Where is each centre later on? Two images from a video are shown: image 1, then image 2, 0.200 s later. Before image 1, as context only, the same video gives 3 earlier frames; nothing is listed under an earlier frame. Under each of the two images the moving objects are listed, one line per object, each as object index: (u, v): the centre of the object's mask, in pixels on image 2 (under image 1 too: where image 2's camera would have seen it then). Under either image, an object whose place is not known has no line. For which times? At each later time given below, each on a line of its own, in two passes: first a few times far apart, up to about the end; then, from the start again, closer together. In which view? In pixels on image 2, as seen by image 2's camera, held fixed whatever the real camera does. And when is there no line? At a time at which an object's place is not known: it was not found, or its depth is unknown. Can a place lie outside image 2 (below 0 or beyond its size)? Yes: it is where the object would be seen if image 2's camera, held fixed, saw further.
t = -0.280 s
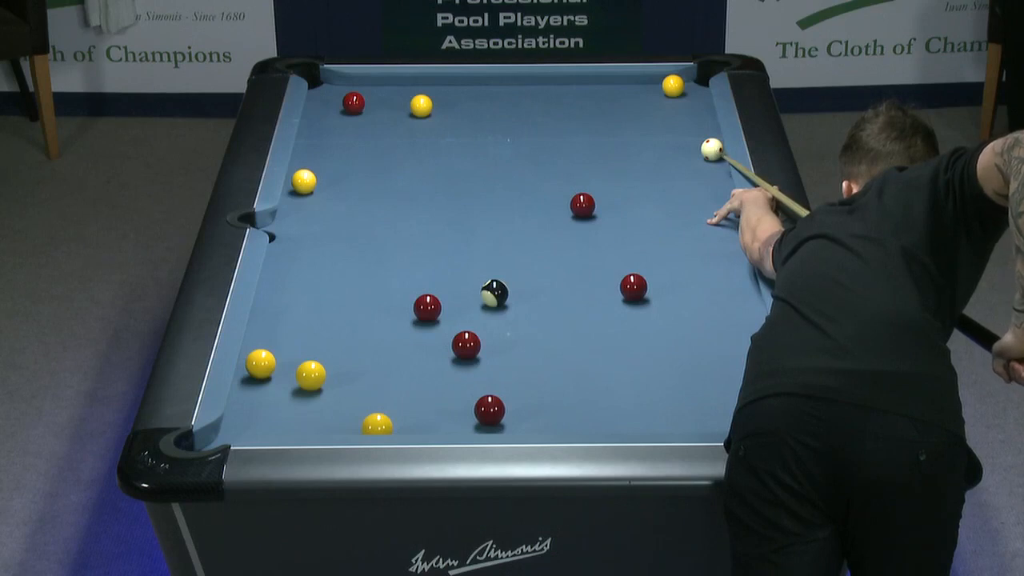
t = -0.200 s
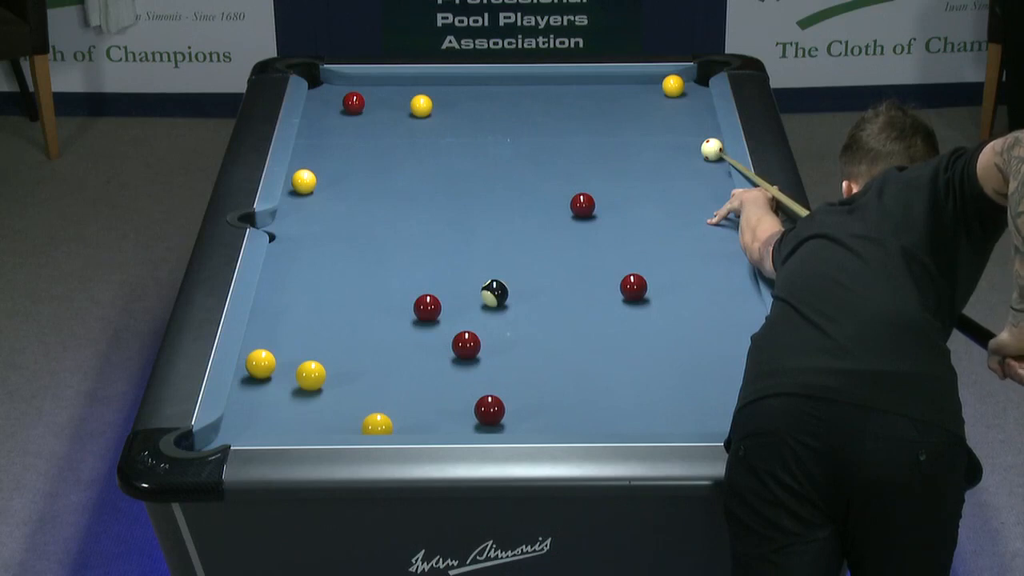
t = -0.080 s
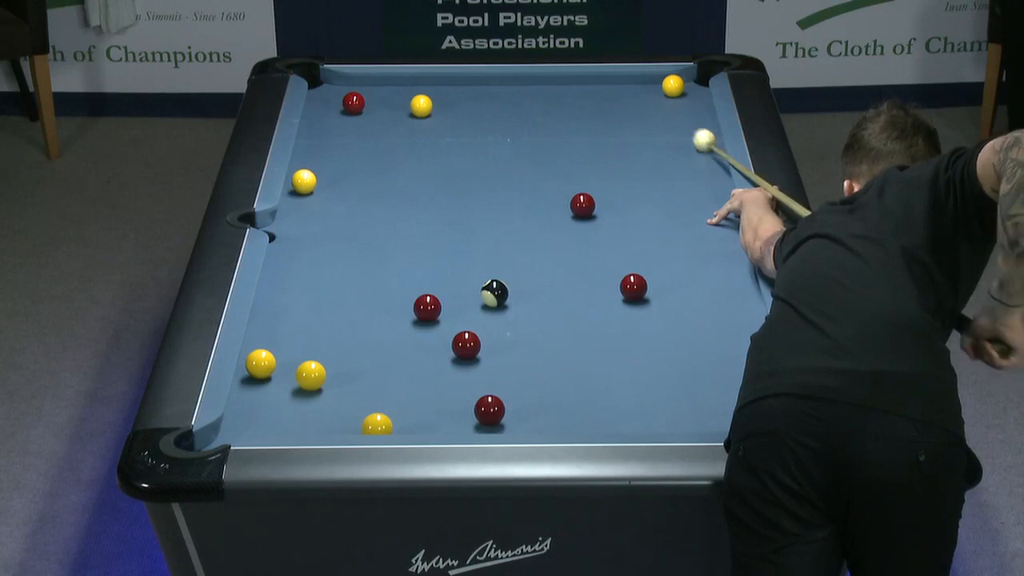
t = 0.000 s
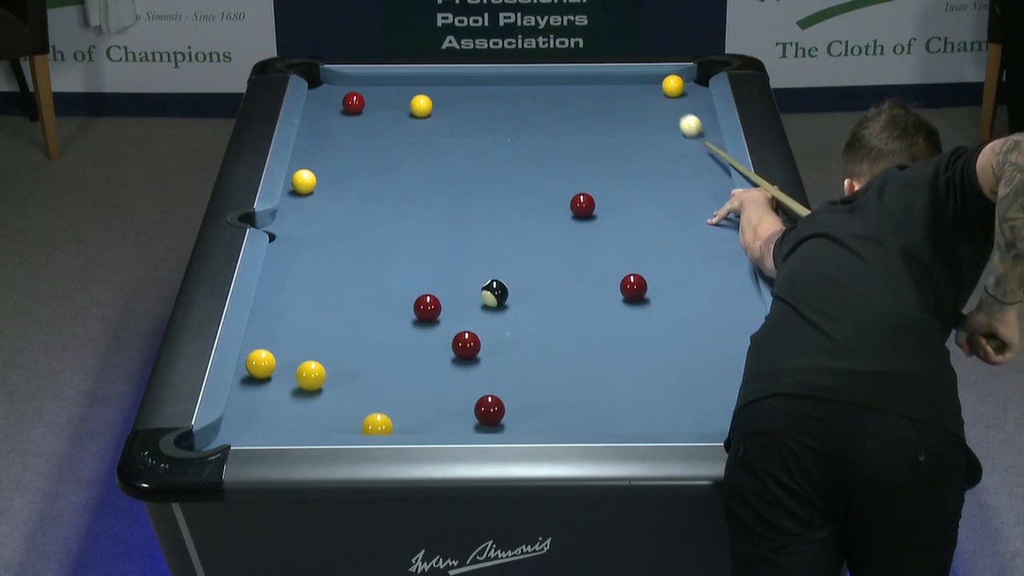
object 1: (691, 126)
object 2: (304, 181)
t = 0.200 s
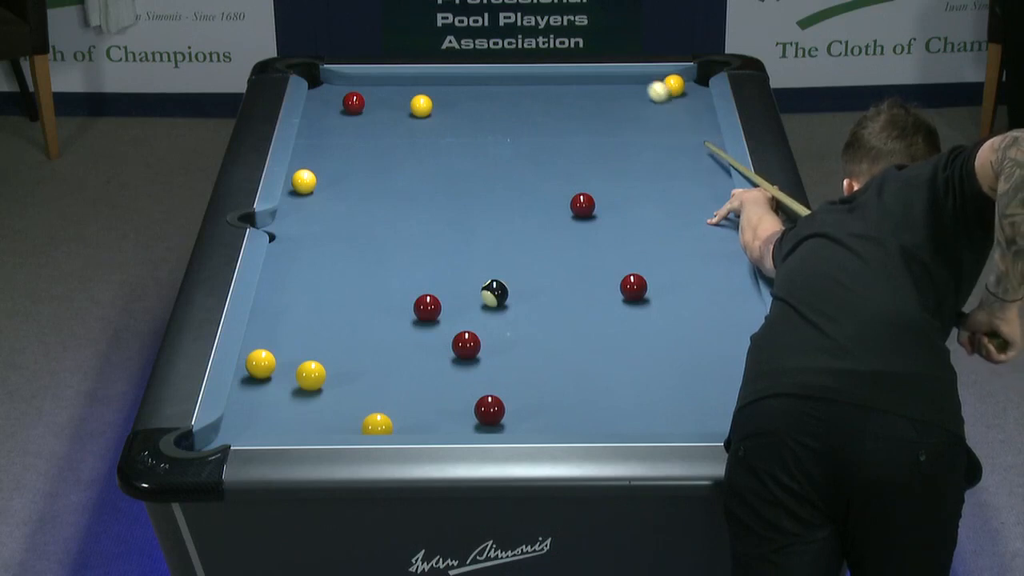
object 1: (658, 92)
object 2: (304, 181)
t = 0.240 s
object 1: (646, 88)
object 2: (304, 181)
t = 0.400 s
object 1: (605, 83)
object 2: (304, 181)
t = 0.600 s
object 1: (564, 97)
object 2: (304, 181)
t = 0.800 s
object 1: (523, 109)
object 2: (304, 181)
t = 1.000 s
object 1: (482, 122)
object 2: (304, 181)
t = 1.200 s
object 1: (442, 135)
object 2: (304, 181)
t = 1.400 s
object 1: (401, 148)
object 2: (304, 181)
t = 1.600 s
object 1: (361, 160)
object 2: (304, 181)
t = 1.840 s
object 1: (317, 172)
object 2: (304, 181)
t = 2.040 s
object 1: (300, 171)
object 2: (298, 190)
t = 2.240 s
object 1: (310, 175)
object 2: (302, 196)
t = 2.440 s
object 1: (319, 176)
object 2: (306, 203)
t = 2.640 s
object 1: (326, 177)
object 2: (310, 208)
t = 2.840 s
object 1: (332, 178)
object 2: (314, 213)
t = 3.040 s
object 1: (336, 179)
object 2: (317, 217)
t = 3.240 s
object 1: (339, 179)
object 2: (320, 221)
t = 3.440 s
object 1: (341, 179)
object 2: (322, 224)
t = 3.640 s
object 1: (342, 179)
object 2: (324, 227)
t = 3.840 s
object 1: (341, 179)
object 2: (325, 228)
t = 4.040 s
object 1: (341, 179)
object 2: (326, 230)
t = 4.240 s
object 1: (341, 179)
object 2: (326, 230)
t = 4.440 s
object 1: (341, 179)
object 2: (326, 230)
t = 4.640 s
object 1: (341, 179)
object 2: (326, 230)
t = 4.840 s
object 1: (341, 179)
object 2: (326, 230)
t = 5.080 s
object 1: (341, 179)
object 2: (326, 230)
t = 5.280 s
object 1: (341, 179)
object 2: (326, 230)
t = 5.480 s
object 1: (341, 179)
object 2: (326, 230)
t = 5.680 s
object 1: (341, 179)
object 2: (326, 230)
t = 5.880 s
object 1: (341, 179)
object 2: (326, 230)
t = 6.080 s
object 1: (341, 179)
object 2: (326, 230)
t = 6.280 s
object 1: (341, 179)
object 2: (326, 230)
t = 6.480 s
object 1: (341, 179)
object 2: (326, 230)
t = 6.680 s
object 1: (341, 179)
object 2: (326, 230)
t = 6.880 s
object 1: (341, 179)
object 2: (326, 230)
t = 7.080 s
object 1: (341, 179)
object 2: (326, 230)
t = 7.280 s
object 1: (341, 179)
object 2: (326, 230)
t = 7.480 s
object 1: (341, 179)
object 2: (326, 230)
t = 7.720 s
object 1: (341, 179)
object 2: (326, 230)
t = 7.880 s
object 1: (341, 179)
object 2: (326, 230)
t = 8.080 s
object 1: (341, 179)
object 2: (326, 230)
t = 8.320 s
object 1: (341, 179)
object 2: (326, 230)
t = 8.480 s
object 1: (341, 179)
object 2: (326, 230)
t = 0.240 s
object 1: (646, 88)
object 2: (304, 181)
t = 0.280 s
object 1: (634, 85)
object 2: (304, 181)
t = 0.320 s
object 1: (623, 81)
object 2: (304, 181)
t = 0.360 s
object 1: (613, 80)
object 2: (304, 181)
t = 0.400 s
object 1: (605, 83)
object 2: (304, 181)
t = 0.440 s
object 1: (597, 86)
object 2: (304, 181)
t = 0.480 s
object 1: (589, 89)
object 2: (304, 181)
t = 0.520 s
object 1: (580, 91)
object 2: (304, 181)
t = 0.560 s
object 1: (572, 94)
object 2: (304, 181)
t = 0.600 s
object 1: (564, 97)
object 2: (304, 181)
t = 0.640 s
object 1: (556, 99)
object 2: (304, 181)
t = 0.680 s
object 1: (548, 102)
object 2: (304, 181)
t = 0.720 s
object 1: (539, 104)
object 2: (304, 181)
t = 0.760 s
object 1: (531, 107)
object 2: (304, 181)
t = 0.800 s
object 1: (523, 109)
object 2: (304, 181)
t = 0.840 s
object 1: (515, 112)
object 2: (304, 181)
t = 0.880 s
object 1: (507, 115)
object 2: (304, 181)
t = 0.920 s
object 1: (498, 117)
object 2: (304, 181)
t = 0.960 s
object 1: (490, 120)
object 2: (304, 181)
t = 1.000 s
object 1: (482, 122)
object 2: (304, 181)
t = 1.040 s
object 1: (474, 125)
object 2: (304, 181)
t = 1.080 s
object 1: (466, 127)
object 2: (304, 181)
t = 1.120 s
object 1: (458, 130)
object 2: (304, 181)
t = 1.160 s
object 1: (450, 132)
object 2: (304, 181)
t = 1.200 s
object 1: (442, 135)
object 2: (304, 181)
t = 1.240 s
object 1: (434, 137)
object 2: (304, 181)
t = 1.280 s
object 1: (425, 140)
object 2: (304, 181)
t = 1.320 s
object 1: (417, 142)
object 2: (304, 181)
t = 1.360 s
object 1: (409, 145)
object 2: (304, 181)
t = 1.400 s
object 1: (401, 148)
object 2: (304, 181)
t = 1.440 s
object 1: (393, 150)
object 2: (304, 181)
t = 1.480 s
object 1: (385, 153)
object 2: (304, 181)
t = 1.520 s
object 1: (377, 155)
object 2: (304, 181)
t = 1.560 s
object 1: (369, 158)
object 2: (304, 181)
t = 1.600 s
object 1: (361, 160)
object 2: (304, 181)
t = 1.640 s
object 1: (353, 162)
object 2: (304, 181)
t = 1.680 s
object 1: (345, 165)
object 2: (304, 181)
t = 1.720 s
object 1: (337, 167)
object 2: (304, 181)
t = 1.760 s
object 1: (330, 170)
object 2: (304, 181)
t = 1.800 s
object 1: (323, 172)
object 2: (304, 181)
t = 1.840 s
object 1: (317, 172)
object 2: (304, 181)
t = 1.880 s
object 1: (313, 172)
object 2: (300, 184)
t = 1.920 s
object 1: (309, 172)
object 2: (297, 185)
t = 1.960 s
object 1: (304, 171)
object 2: (296, 187)
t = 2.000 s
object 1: (300, 171)
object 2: (297, 188)
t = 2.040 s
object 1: (300, 171)
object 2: (298, 190)
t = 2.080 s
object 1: (302, 172)
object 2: (299, 191)
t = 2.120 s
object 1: (304, 173)
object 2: (300, 192)
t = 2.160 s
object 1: (306, 173)
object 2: (301, 194)
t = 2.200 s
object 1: (308, 174)
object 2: (301, 195)
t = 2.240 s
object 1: (310, 175)
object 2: (302, 196)
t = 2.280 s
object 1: (312, 175)
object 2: (303, 198)
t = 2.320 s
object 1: (314, 176)
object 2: (304, 199)
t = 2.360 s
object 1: (316, 176)
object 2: (305, 200)
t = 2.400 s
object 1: (317, 176)
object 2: (305, 201)
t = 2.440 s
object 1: (319, 176)
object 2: (306, 203)
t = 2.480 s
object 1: (321, 176)
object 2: (307, 204)
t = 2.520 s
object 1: (322, 176)
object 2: (308, 205)
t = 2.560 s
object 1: (323, 177)
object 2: (309, 206)
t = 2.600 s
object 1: (325, 177)
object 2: (309, 207)
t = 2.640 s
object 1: (326, 177)
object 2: (310, 208)
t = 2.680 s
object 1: (327, 177)
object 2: (311, 209)
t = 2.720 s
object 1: (328, 178)
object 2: (312, 210)
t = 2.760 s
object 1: (329, 178)
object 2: (313, 211)
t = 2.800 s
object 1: (331, 178)
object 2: (313, 212)
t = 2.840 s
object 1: (332, 178)
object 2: (314, 213)
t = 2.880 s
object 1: (333, 178)
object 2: (314, 214)
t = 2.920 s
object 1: (333, 178)
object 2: (315, 215)
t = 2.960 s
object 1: (334, 178)
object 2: (316, 216)
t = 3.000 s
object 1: (335, 178)
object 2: (316, 217)
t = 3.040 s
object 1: (336, 179)
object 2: (317, 217)
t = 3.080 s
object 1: (336, 179)
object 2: (318, 218)
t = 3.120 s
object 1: (337, 179)
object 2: (318, 219)
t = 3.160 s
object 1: (338, 179)
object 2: (319, 220)
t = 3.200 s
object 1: (338, 179)
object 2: (319, 220)
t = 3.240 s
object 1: (339, 179)
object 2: (320, 221)
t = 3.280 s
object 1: (339, 179)
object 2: (320, 222)
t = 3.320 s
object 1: (340, 179)
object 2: (321, 223)
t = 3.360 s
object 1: (340, 179)
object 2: (321, 223)
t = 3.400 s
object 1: (341, 179)
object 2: (321, 224)
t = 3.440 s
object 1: (341, 179)
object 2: (322, 224)
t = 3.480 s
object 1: (341, 179)
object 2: (322, 225)
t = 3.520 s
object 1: (342, 179)
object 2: (323, 225)
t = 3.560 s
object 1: (342, 179)
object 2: (323, 226)
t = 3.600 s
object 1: (342, 179)
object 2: (323, 226)
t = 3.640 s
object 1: (342, 179)
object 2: (324, 227)
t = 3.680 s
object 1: (342, 179)
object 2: (324, 227)
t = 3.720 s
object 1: (341, 179)
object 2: (324, 227)
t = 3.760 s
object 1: (341, 179)
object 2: (325, 228)
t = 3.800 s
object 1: (341, 179)
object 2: (325, 228)
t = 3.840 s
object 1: (341, 179)
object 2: (325, 228)
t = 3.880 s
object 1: (341, 179)
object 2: (326, 229)
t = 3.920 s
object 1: (341, 179)
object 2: (326, 229)
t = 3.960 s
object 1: (341, 179)
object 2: (326, 229)
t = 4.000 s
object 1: (341, 179)
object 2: (326, 229)
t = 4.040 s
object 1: (341, 179)
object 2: (326, 230)
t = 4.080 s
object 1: (341, 179)
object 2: (327, 230)
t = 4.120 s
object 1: (341, 178)
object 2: (327, 230)
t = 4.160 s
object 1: (341, 179)
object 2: (327, 230)
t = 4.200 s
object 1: (341, 179)
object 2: (326, 230)
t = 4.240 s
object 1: (341, 179)
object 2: (326, 230)
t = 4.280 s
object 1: (341, 179)
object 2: (326, 230)
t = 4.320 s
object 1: (341, 179)
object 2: (326, 230)
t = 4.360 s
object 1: (341, 179)
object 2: (326, 230)
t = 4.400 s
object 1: (341, 179)
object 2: (326, 230)
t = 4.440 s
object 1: (341, 179)
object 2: (326, 230)
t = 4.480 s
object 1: (341, 179)
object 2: (326, 230)
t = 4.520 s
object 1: (341, 179)
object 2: (326, 230)
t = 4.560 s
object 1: (341, 179)
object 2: (326, 230)
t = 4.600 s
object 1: (341, 179)
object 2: (326, 230)
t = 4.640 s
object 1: (341, 179)
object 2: (326, 230)
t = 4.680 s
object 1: (341, 179)
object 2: (326, 230)
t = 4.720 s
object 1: (341, 179)
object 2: (326, 230)
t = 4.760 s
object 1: (341, 179)
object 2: (326, 230)
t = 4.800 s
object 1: (341, 179)
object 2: (326, 230)
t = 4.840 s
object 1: (341, 179)
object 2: (326, 230)
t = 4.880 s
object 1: (341, 179)
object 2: (326, 230)
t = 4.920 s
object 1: (341, 179)
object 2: (326, 230)
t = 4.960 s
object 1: (341, 179)
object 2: (326, 230)
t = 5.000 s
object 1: (341, 179)
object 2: (326, 230)
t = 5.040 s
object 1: (341, 179)
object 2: (326, 230)
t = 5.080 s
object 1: (341, 179)
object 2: (326, 230)
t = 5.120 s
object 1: (341, 179)
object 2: (326, 230)
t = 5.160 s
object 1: (341, 179)
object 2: (326, 230)
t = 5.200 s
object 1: (341, 179)
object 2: (326, 230)
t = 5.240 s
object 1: (341, 179)
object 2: (326, 230)
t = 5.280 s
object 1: (341, 179)
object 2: (326, 230)
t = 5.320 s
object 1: (341, 179)
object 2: (326, 230)
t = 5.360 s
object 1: (341, 179)
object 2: (326, 230)
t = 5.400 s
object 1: (341, 179)
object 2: (326, 230)
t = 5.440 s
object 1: (341, 179)
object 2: (326, 230)
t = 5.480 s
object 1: (341, 179)
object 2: (326, 230)
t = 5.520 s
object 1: (341, 179)
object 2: (326, 230)
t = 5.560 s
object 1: (341, 179)
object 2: (326, 230)
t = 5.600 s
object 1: (341, 179)
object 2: (326, 230)
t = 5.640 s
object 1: (341, 179)
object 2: (326, 230)
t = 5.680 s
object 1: (341, 179)
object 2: (326, 230)
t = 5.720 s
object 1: (341, 179)
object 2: (326, 230)
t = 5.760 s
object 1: (341, 179)
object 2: (326, 230)
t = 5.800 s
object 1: (341, 179)
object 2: (326, 230)
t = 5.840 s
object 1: (341, 179)
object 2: (326, 230)
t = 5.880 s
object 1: (341, 179)
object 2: (326, 230)
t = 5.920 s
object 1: (341, 179)
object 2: (326, 230)
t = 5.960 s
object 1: (341, 179)
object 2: (326, 230)
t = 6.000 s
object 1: (341, 179)
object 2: (326, 230)
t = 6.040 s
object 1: (341, 179)
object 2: (326, 230)
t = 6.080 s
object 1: (341, 179)
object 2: (326, 230)
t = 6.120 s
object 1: (341, 179)
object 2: (326, 230)
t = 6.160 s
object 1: (341, 179)
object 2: (326, 230)
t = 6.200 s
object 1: (341, 179)
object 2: (326, 230)
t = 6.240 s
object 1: (341, 179)
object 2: (326, 230)
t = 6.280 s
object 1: (341, 179)
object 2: (326, 230)
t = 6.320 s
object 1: (341, 179)
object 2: (326, 230)
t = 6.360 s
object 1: (341, 179)
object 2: (326, 230)
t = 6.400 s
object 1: (341, 179)
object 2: (326, 230)
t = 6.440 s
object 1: (341, 179)
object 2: (326, 230)
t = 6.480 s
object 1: (341, 179)
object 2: (326, 230)
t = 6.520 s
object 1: (341, 179)
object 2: (326, 230)
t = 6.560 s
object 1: (341, 179)
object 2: (326, 230)
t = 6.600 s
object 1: (341, 179)
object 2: (326, 230)
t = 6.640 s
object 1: (341, 179)
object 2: (326, 230)
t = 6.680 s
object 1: (341, 179)
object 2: (326, 230)
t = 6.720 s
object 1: (341, 179)
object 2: (326, 230)
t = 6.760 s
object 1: (341, 179)
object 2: (326, 230)
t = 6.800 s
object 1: (341, 179)
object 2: (326, 230)
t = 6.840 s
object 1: (341, 179)
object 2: (326, 230)
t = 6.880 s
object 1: (341, 179)
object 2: (326, 230)
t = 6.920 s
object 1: (341, 179)
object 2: (326, 230)
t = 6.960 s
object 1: (341, 179)
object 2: (326, 230)
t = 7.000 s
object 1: (341, 179)
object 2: (326, 230)
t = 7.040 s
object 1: (341, 179)
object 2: (326, 230)
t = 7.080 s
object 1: (341, 179)
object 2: (326, 230)
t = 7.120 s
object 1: (341, 179)
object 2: (326, 230)
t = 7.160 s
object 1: (341, 179)
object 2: (326, 230)
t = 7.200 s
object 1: (341, 179)
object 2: (326, 230)
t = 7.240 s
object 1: (341, 179)
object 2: (326, 230)
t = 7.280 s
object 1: (341, 179)
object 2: (326, 230)
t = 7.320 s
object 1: (341, 179)
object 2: (326, 230)
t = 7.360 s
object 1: (341, 179)
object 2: (326, 230)
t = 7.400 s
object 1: (341, 179)
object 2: (326, 230)
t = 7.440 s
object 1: (341, 179)
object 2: (326, 230)
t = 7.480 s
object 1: (341, 179)
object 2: (326, 230)
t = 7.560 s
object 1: (341, 179)
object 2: (326, 230)
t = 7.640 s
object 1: (341, 179)
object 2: (326, 230)
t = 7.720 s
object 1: (341, 179)
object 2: (326, 230)
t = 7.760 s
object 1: (341, 179)
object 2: (326, 230)
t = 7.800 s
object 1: (341, 179)
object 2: (326, 230)
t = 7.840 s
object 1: (341, 179)
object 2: (326, 230)
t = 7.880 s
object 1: (341, 179)
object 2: (326, 230)
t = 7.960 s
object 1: (341, 179)
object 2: (326, 230)
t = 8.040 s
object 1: (341, 179)
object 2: (326, 230)
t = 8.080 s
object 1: (341, 179)
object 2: (326, 230)
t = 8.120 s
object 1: (341, 179)
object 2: (326, 230)
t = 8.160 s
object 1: (341, 179)
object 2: (326, 230)
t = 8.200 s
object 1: (341, 179)
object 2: (326, 230)
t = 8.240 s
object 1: (341, 179)
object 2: (326, 230)
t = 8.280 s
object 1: (341, 179)
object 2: (326, 230)
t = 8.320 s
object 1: (341, 179)
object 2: (326, 230)
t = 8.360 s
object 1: (341, 179)
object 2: (326, 230)
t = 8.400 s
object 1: (341, 179)
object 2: (326, 230)
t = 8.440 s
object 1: (341, 179)
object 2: (326, 230)
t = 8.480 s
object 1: (341, 179)
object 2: (326, 230)
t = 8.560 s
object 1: (341, 179)
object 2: (326, 230)
